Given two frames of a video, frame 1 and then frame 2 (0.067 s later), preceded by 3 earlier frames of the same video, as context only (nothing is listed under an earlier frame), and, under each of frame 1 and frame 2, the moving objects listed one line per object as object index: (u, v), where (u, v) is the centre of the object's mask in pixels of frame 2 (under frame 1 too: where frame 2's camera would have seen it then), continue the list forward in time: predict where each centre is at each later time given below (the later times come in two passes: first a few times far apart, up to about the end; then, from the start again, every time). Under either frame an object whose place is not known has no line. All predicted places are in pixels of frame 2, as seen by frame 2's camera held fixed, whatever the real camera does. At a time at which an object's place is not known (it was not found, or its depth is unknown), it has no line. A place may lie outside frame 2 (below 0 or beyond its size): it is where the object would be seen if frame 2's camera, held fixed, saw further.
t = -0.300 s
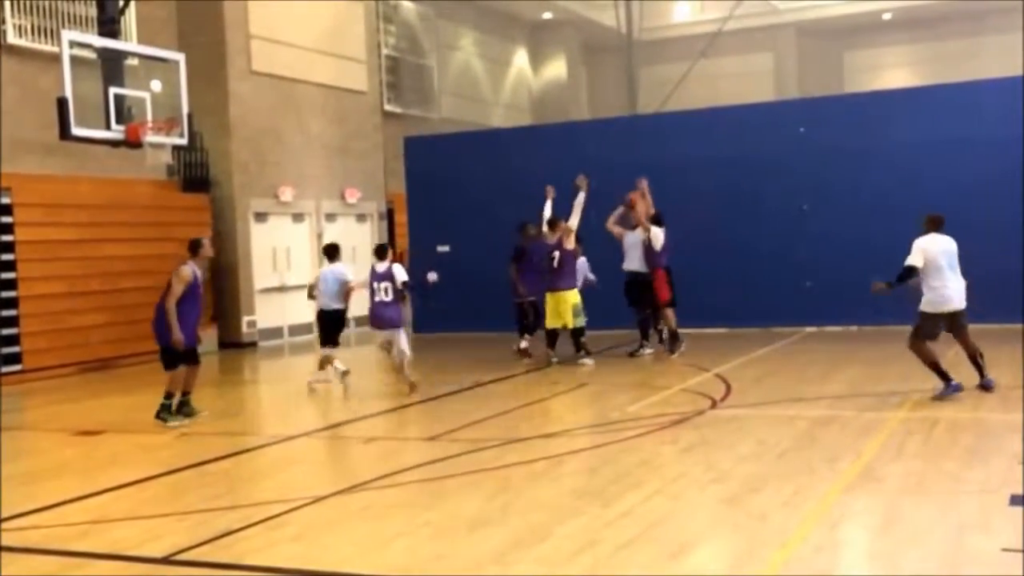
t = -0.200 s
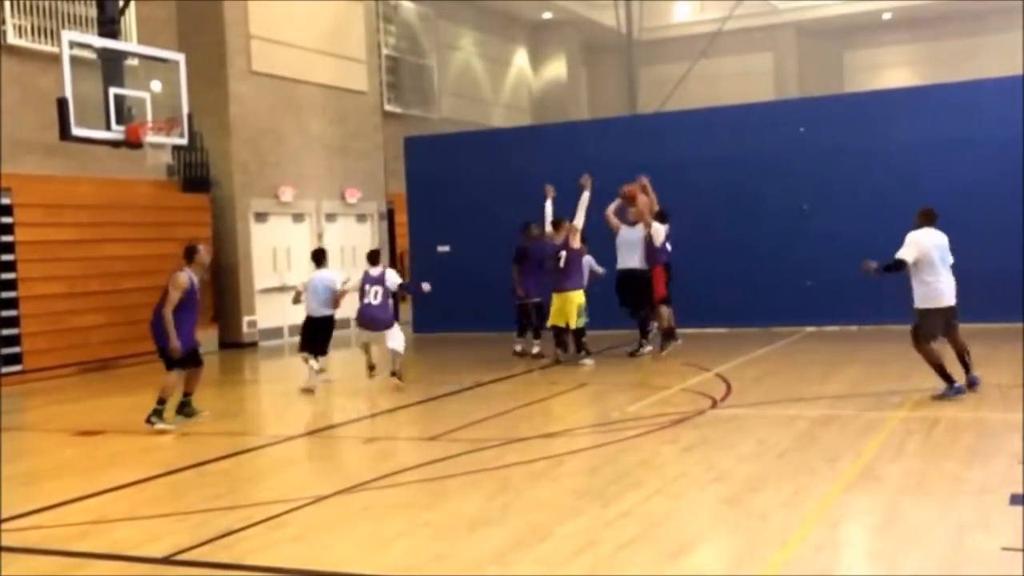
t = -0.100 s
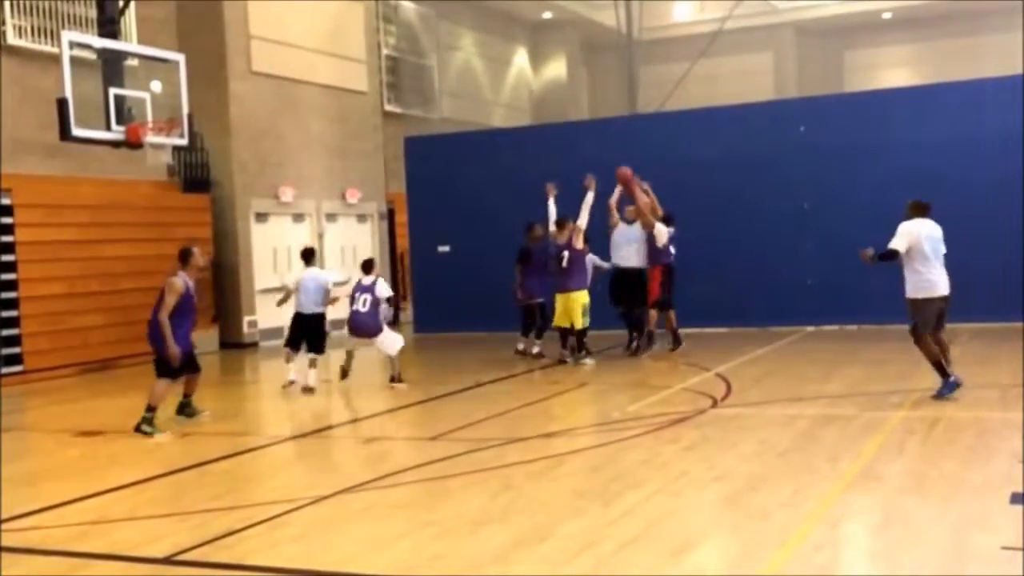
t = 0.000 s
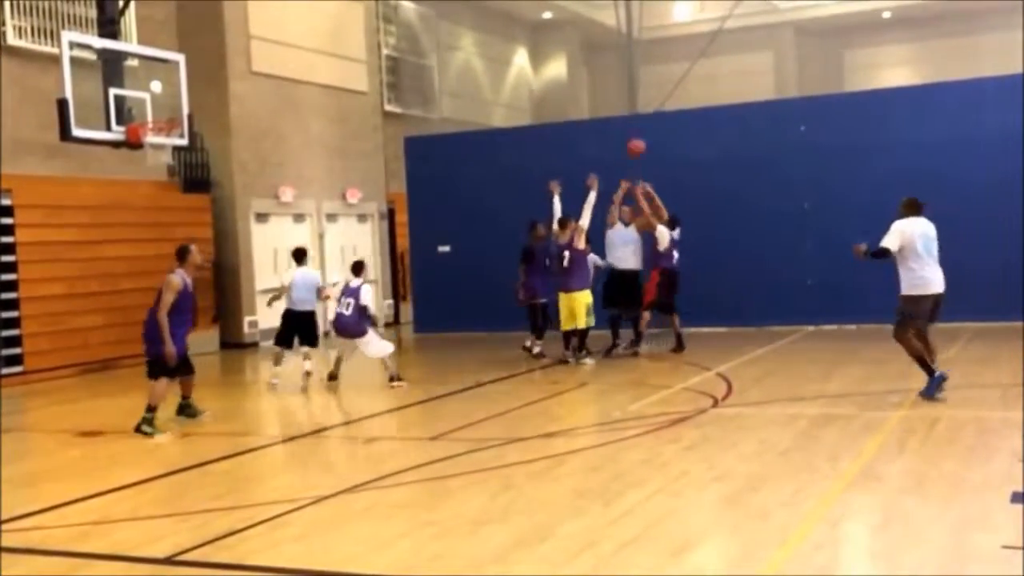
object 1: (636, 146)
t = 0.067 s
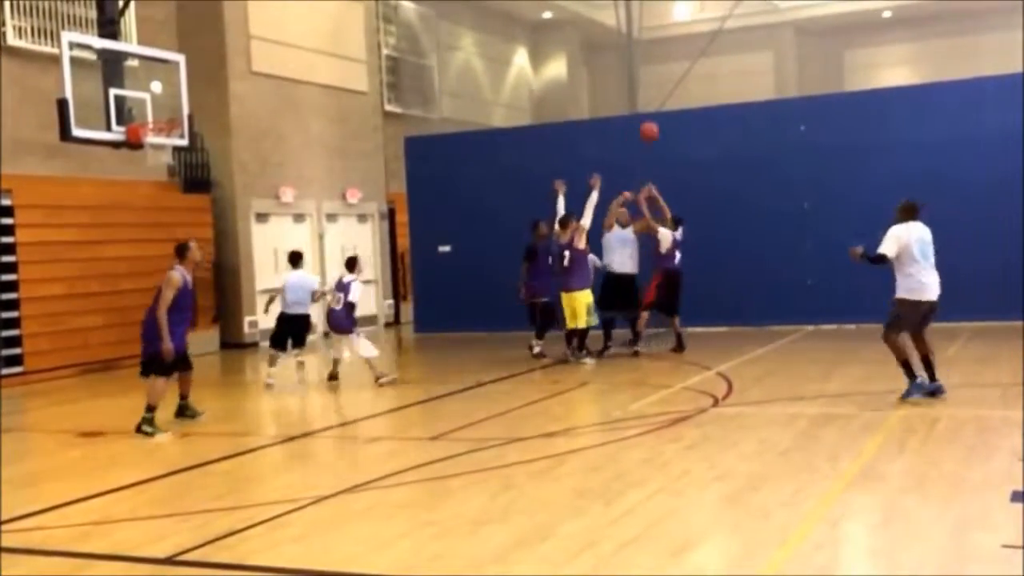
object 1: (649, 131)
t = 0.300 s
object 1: (700, 97)
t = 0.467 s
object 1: (747, 94)
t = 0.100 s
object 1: (656, 123)
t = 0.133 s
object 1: (661, 117)
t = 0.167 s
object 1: (668, 112)
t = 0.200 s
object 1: (676, 107)
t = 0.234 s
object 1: (684, 105)
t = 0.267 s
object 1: (692, 100)
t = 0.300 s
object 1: (700, 97)
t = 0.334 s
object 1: (709, 93)
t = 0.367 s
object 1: (718, 92)
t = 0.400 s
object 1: (727, 92)
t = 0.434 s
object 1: (737, 92)
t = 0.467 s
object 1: (747, 94)
